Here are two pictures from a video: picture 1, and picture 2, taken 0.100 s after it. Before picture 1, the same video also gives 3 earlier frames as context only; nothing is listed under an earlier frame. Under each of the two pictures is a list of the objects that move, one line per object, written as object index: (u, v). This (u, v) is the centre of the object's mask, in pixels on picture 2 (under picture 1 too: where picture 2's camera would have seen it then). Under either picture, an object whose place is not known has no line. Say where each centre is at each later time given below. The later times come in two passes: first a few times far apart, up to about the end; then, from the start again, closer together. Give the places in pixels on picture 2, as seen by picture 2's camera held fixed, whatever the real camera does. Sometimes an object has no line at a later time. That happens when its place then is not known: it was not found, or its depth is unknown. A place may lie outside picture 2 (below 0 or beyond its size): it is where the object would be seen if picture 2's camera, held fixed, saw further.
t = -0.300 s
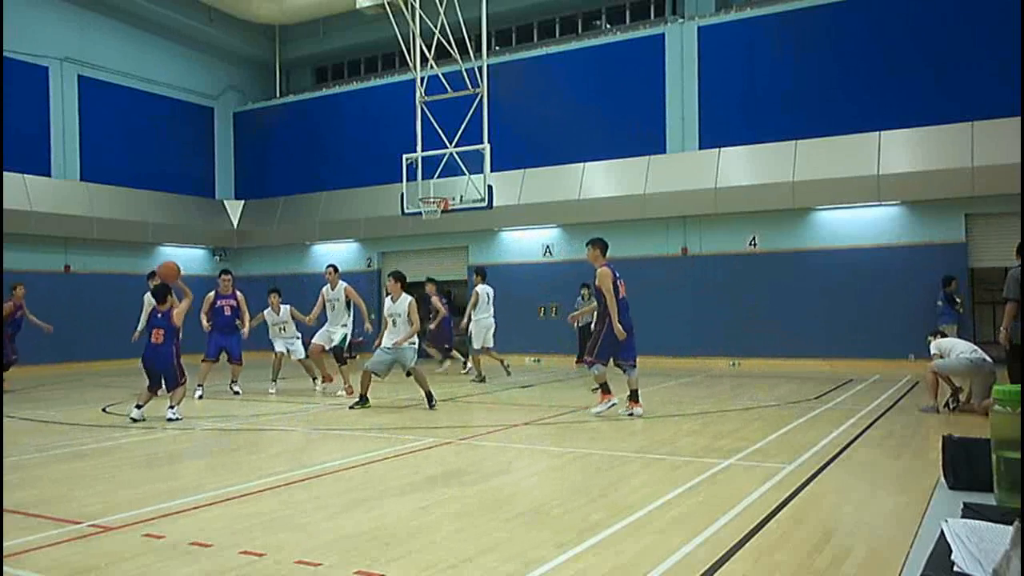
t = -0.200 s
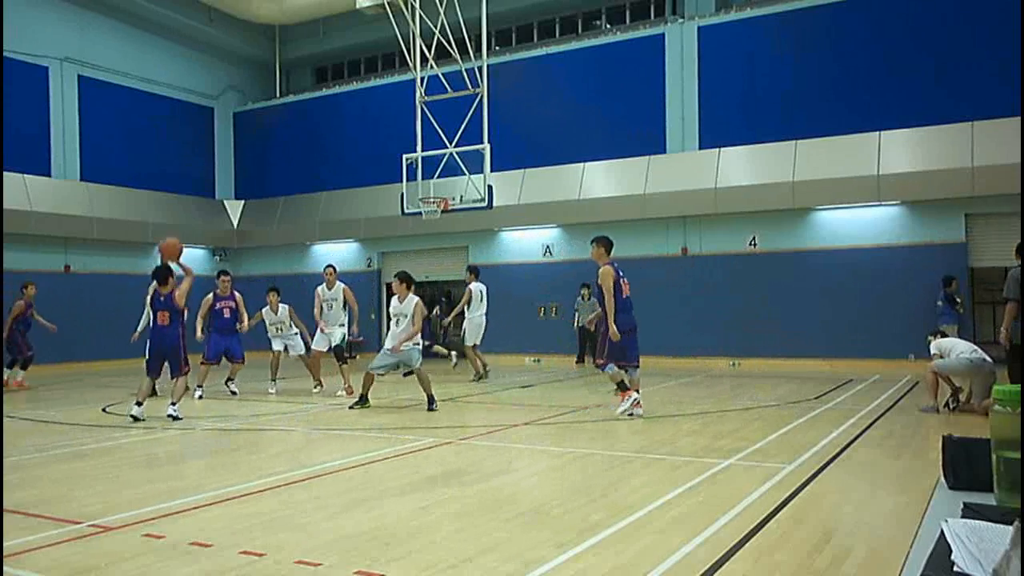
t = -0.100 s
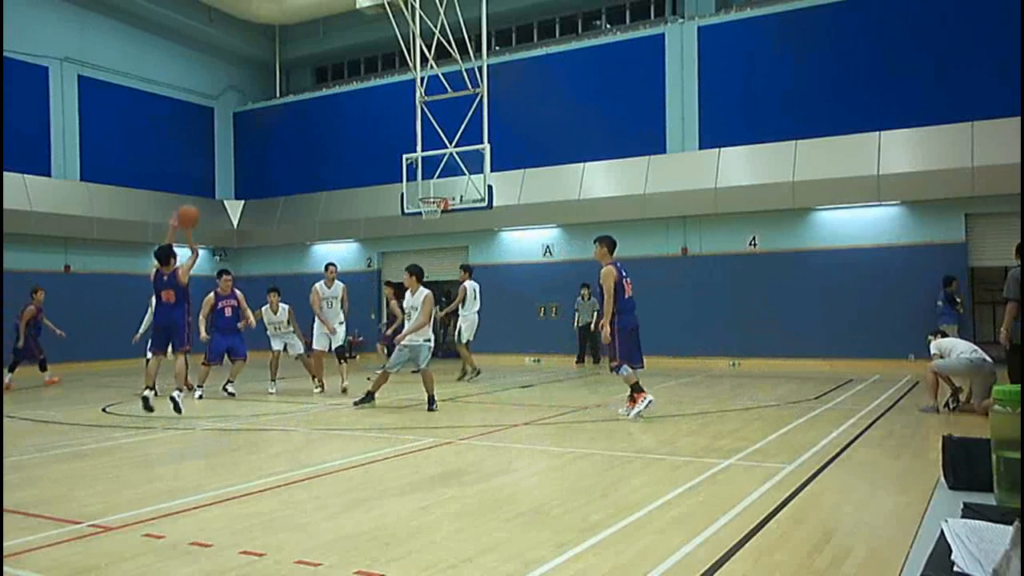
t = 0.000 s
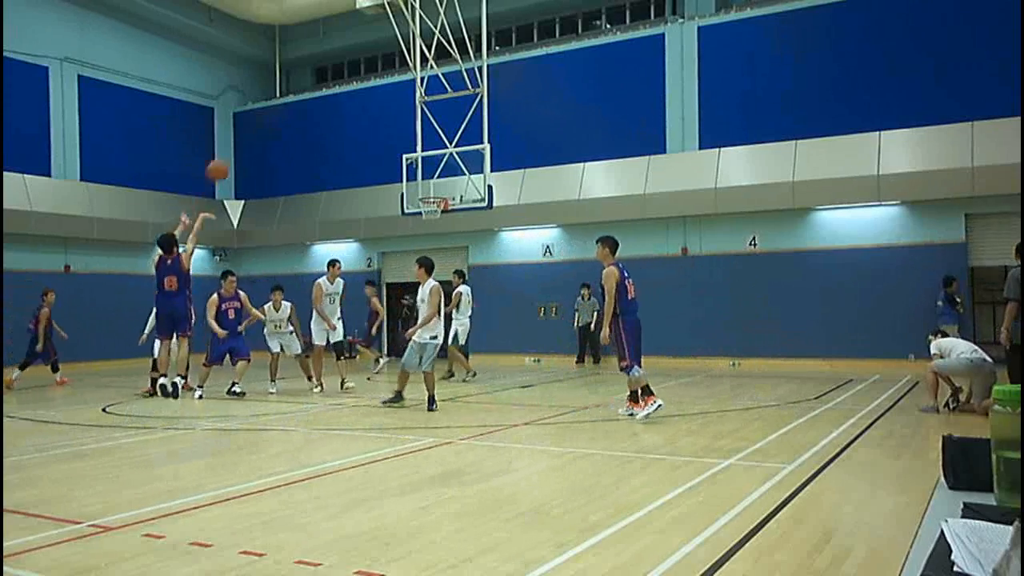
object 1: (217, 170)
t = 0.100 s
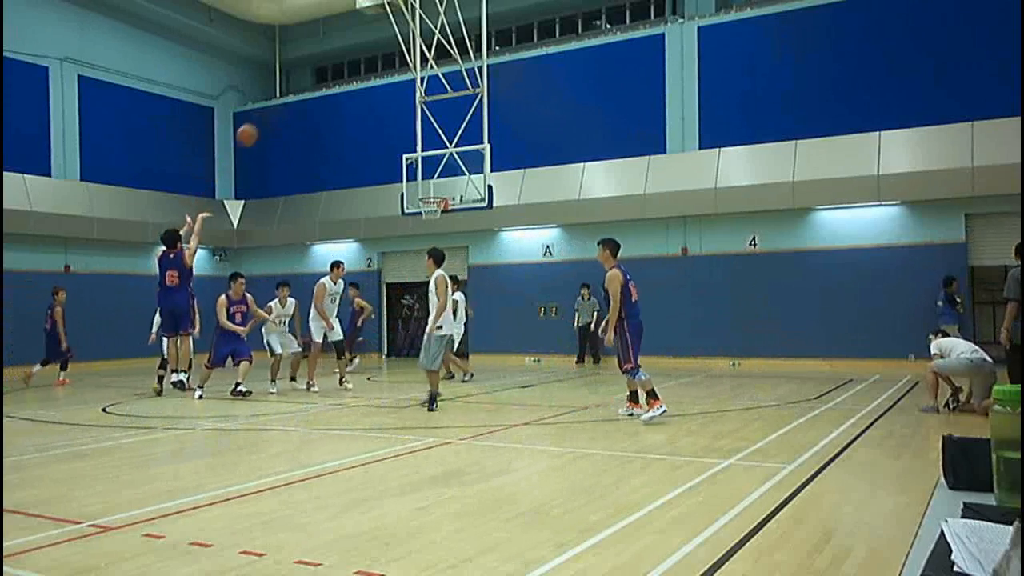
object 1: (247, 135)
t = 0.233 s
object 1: (281, 105)
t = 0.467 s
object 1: (333, 88)
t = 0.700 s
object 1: (376, 109)
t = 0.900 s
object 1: (407, 148)
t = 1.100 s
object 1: (438, 203)
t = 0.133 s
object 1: (256, 126)
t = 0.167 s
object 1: (264, 118)
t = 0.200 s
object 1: (273, 111)
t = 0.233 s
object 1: (281, 105)
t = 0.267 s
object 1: (290, 99)
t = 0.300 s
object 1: (298, 95)
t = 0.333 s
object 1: (305, 92)
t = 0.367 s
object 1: (312, 90)
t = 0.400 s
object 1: (319, 88)
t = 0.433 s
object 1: (326, 88)
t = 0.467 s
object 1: (333, 88)
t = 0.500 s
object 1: (340, 89)
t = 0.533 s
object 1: (347, 91)
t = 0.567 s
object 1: (352, 93)
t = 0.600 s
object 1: (358, 96)
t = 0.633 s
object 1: (365, 99)
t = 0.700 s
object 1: (376, 109)
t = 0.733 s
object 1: (382, 114)
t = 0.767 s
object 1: (387, 120)
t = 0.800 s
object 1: (393, 126)
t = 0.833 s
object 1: (397, 133)
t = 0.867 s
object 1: (402, 141)
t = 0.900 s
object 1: (407, 148)
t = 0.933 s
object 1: (412, 157)
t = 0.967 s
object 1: (416, 164)
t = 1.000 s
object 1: (421, 173)
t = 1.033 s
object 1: (426, 184)
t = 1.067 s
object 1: (430, 194)
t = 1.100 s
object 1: (438, 203)
